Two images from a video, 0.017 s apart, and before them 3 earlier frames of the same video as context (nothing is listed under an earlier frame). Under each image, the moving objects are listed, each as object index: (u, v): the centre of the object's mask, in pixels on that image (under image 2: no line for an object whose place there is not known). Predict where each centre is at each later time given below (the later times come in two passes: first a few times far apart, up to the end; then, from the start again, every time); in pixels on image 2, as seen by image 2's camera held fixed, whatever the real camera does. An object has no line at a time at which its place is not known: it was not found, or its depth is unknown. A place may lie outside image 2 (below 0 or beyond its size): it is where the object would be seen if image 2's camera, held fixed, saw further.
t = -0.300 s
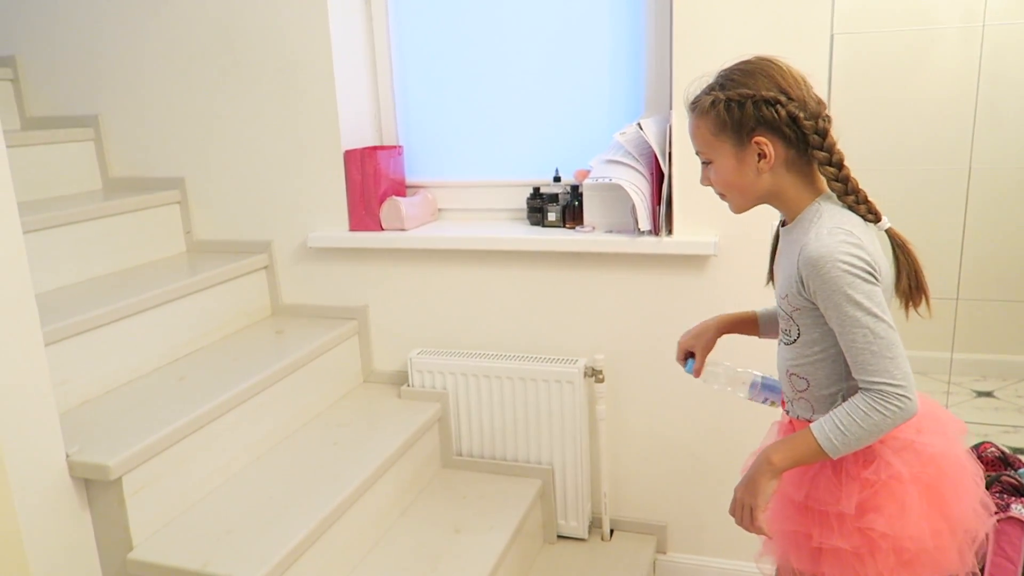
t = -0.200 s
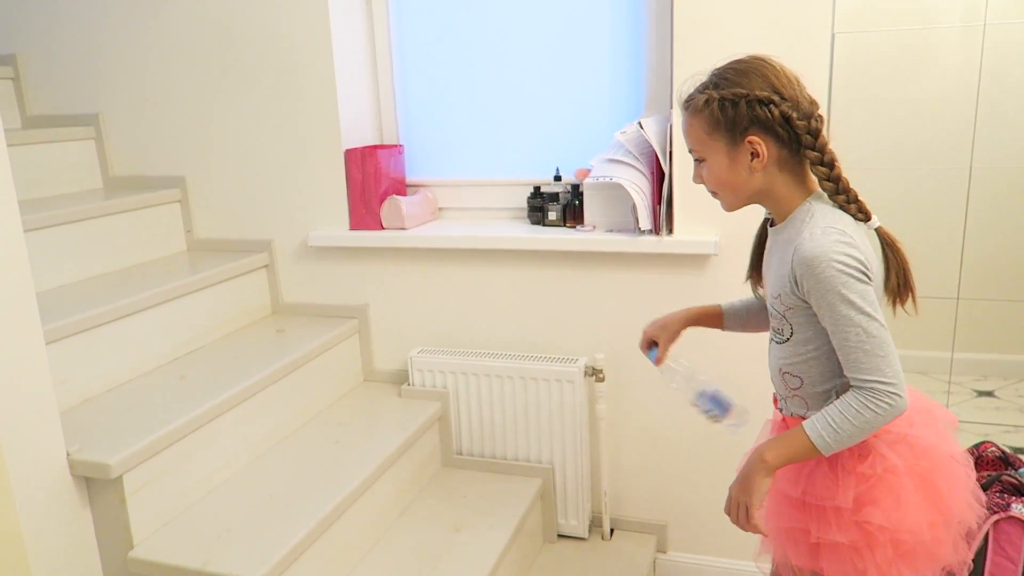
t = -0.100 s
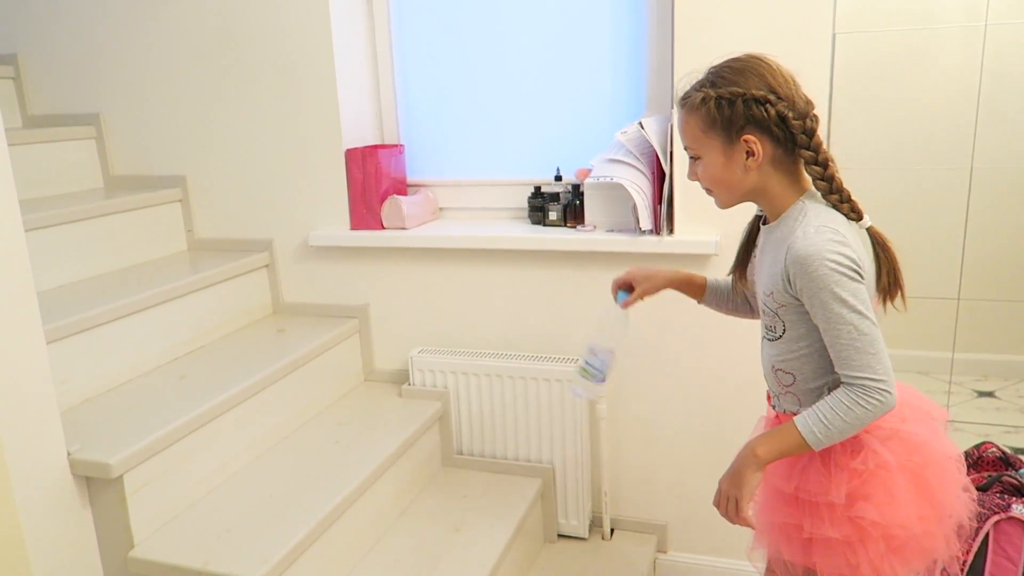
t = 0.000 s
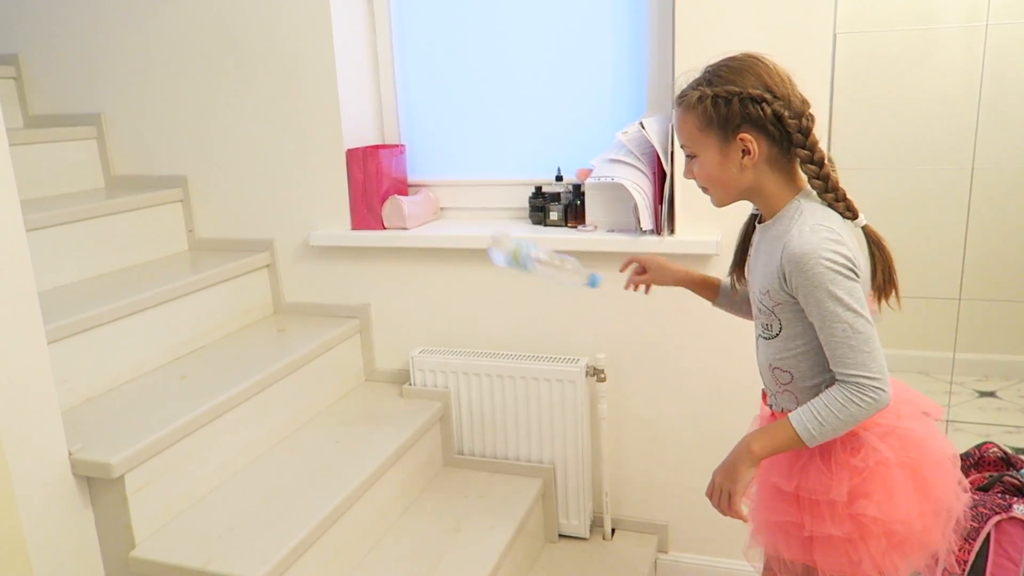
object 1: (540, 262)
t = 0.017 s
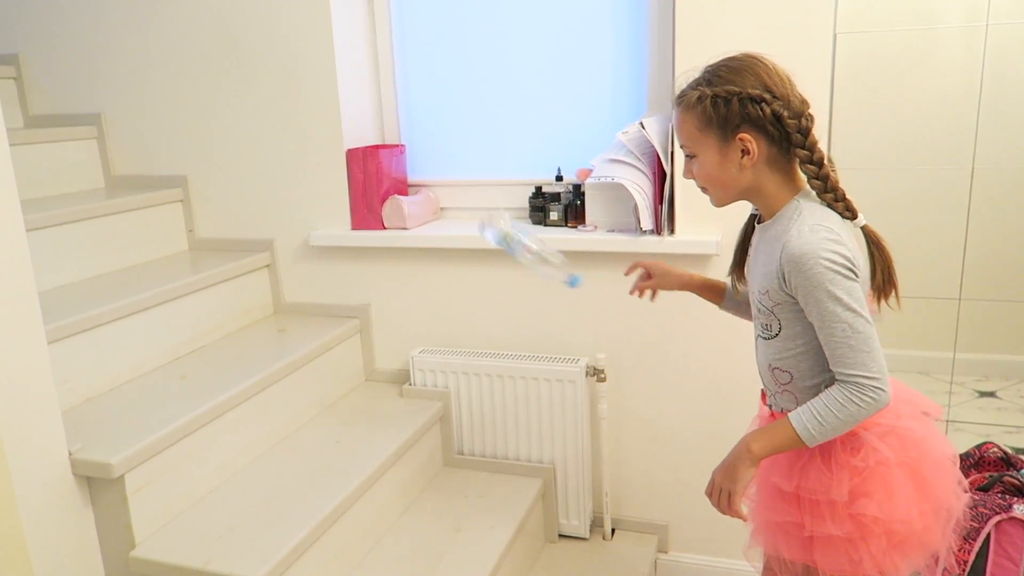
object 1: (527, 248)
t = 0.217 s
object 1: (390, 109)
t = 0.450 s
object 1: (312, 201)
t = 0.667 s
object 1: (282, 425)
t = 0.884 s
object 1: (308, 456)
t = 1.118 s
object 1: (307, 462)
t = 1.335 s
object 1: (305, 468)
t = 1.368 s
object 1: (305, 468)
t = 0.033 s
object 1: (516, 239)
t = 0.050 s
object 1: (500, 224)
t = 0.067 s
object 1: (485, 208)
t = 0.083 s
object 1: (472, 194)
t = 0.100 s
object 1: (457, 180)
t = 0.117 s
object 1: (451, 153)
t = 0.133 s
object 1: (432, 154)
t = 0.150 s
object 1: (421, 142)
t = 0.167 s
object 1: (413, 132)
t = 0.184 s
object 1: (404, 123)
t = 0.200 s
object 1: (396, 115)
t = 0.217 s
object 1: (390, 109)
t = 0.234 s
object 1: (382, 106)
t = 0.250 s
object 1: (376, 103)
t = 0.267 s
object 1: (369, 103)
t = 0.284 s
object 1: (363, 104)
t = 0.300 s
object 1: (358, 108)
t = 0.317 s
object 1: (354, 112)
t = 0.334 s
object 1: (348, 118)
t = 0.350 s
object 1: (342, 127)
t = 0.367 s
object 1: (338, 136)
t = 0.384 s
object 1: (332, 146)
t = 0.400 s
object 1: (326, 157)
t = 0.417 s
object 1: (322, 171)
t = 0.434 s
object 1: (315, 182)
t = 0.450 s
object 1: (312, 201)
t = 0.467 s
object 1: (306, 215)
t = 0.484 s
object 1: (302, 232)
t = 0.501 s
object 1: (297, 252)
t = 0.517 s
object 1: (294, 274)
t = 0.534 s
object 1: (290, 289)
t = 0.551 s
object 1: (287, 314)
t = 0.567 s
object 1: (283, 338)
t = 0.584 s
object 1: (280, 362)
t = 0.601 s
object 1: (274, 392)
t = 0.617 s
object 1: (271, 415)
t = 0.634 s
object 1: (273, 421)
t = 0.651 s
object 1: (277, 422)
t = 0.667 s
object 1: (282, 425)
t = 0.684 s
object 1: (285, 428)
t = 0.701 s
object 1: (287, 431)
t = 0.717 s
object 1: (289, 435)
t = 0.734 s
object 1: (291, 440)
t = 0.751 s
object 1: (296, 444)
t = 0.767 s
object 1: (300, 449)
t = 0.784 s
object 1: (303, 454)
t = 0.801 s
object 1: (304, 453)
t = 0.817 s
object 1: (306, 454)
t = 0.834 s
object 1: (307, 454)
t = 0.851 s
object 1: (308, 455)
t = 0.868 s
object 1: (308, 456)
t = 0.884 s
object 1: (308, 456)
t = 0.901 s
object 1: (308, 457)
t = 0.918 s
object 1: (308, 457)
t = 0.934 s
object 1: (308, 457)
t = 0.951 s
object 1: (308, 458)
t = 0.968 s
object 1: (308, 458)
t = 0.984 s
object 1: (308, 458)
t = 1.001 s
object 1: (308, 459)
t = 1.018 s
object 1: (308, 459)
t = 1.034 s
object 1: (307, 460)
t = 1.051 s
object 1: (307, 460)
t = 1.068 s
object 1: (307, 461)
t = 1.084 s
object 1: (307, 461)
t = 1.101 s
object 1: (307, 462)
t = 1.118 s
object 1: (307, 462)
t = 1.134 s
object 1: (307, 463)
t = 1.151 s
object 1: (307, 463)
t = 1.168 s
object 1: (306, 463)
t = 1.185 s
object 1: (306, 464)
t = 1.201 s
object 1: (306, 464)
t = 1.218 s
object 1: (306, 465)
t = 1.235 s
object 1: (306, 465)
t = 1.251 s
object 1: (305, 466)
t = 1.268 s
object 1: (305, 466)
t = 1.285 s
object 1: (305, 467)
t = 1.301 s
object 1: (305, 467)
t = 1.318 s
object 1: (305, 467)
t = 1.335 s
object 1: (305, 468)
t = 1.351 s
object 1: (305, 468)
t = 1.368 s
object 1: (305, 468)
